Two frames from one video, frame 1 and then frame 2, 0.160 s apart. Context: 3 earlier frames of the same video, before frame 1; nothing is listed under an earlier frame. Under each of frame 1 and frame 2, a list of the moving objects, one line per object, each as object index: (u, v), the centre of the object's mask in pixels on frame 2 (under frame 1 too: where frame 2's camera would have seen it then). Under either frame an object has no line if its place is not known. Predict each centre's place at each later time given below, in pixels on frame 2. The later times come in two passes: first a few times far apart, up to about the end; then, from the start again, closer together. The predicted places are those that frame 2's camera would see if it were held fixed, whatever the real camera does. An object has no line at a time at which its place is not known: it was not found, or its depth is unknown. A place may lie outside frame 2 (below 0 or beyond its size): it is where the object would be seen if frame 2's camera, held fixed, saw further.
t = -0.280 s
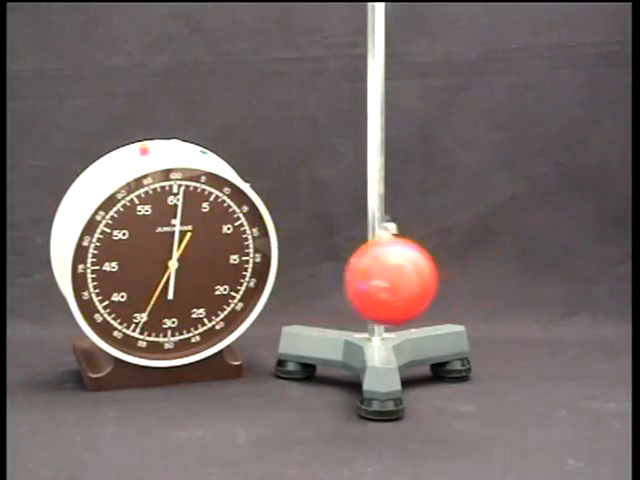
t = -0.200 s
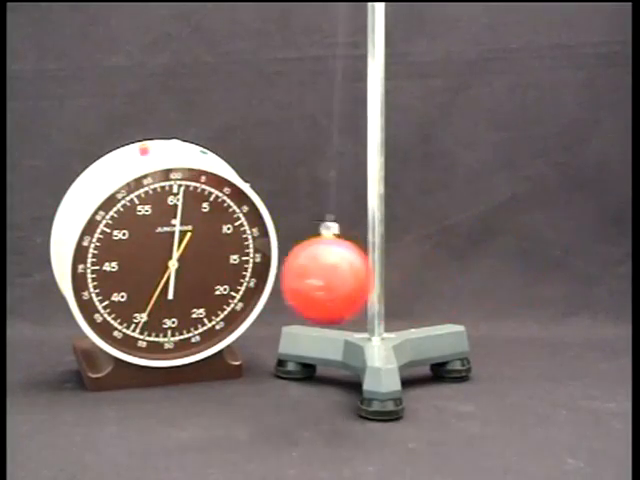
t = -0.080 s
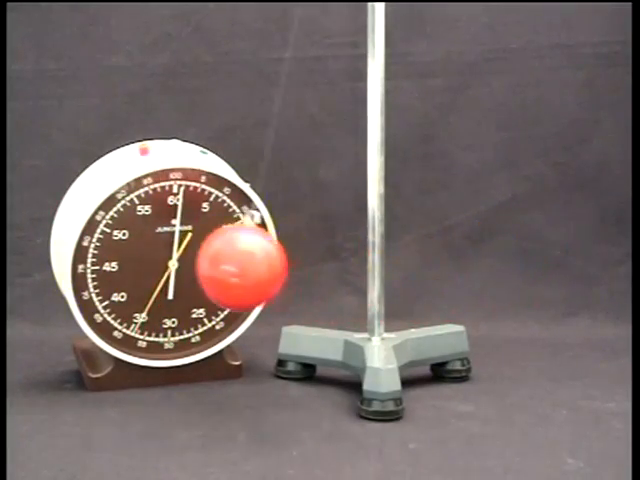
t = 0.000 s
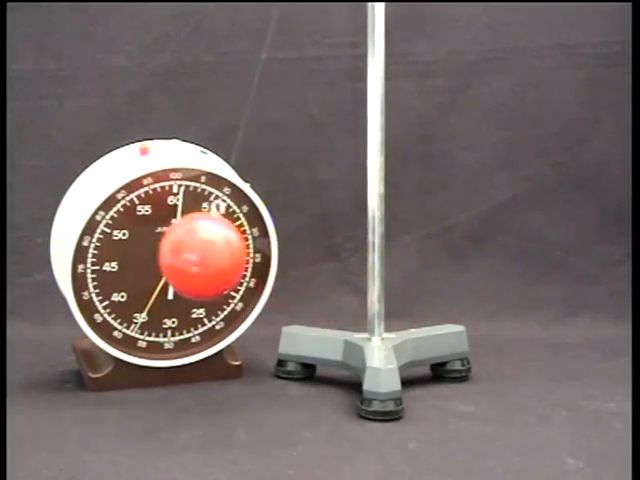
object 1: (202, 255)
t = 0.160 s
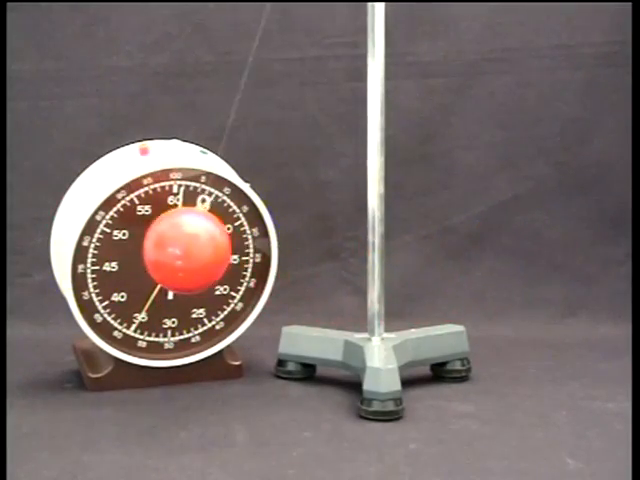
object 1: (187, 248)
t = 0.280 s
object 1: (229, 261)
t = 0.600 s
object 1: (460, 270)
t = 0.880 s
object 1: (506, 261)
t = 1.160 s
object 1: (323, 277)
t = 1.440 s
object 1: (185, 249)
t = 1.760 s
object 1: (315, 276)
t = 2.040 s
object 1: (500, 262)
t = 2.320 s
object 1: (467, 269)
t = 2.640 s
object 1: (238, 263)
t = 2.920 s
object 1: (202, 255)
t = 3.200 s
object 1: (380, 278)
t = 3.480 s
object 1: (517, 257)
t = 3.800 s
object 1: (380, 278)
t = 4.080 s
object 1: (202, 255)
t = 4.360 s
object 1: (241, 263)
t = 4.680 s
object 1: (465, 269)
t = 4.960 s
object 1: (498, 263)
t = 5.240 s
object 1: (316, 276)
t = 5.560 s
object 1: (190, 249)
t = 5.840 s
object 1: (325, 276)
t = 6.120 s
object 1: (501, 262)
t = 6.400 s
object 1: (456, 271)
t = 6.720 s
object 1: (234, 262)
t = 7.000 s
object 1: (211, 254)
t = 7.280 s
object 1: (389, 277)
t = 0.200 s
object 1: (196, 252)
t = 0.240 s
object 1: (211, 255)
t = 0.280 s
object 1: (229, 261)
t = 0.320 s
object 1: (254, 266)
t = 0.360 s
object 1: (282, 271)
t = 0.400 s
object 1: (312, 275)
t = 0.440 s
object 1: (341, 277)
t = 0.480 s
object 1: (373, 278)
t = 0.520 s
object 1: (405, 276)
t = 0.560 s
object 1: (432, 273)
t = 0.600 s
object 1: (460, 270)
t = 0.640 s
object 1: (482, 266)
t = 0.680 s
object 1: (500, 262)
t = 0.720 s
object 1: (512, 258)
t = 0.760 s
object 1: (519, 257)
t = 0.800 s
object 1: (520, 256)
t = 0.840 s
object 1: (516, 258)
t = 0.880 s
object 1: (506, 261)
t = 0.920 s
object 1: (491, 264)
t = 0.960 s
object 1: (470, 269)
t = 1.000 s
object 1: (445, 273)
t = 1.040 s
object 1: (418, 276)
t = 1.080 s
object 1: (387, 278)
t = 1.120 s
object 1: (355, 278)
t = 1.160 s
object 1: (323, 277)
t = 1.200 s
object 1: (295, 274)
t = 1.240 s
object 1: (265, 270)
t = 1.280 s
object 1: (240, 263)
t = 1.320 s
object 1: (220, 258)
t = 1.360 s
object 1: (202, 255)
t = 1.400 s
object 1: (191, 250)
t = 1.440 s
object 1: (185, 249)
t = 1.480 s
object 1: (185, 248)
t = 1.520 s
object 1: (189, 249)
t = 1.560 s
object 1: (199, 253)
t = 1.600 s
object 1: (214, 256)
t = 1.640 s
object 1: (233, 261)
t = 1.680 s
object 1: (258, 267)
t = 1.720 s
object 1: (285, 272)
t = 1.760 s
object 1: (315, 276)
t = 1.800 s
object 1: (344, 278)
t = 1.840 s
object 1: (377, 278)
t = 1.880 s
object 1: (407, 276)
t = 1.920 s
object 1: (436, 274)
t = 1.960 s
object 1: (461, 270)
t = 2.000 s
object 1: (483, 266)
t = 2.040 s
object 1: (500, 262)
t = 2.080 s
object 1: (512, 259)
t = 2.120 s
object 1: (518, 257)
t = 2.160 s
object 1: (519, 257)
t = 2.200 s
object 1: (514, 258)
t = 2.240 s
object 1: (503, 261)
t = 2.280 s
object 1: (487, 265)
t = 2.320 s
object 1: (467, 269)
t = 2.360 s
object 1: (442, 273)
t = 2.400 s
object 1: (414, 276)
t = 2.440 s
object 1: (383, 278)
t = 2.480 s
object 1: (351, 278)
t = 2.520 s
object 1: (321, 277)
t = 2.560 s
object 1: (292, 273)
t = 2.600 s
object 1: (263, 269)
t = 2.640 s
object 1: (238, 263)
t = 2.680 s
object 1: (219, 258)
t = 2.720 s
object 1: (202, 255)
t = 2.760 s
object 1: (192, 250)
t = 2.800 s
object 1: (187, 247)
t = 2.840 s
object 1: (187, 248)
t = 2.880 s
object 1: (192, 249)
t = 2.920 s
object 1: (202, 255)
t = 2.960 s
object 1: (217, 257)
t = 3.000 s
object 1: (237, 262)
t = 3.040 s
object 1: (262, 268)
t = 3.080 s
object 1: (289, 272)
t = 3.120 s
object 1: (318, 276)
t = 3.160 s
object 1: (348, 277)
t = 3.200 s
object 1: (380, 278)
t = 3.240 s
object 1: (410, 276)
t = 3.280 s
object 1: (438, 273)
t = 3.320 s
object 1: (463, 269)
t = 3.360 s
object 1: (484, 266)
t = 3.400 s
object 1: (500, 262)
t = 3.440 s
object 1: (511, 259)
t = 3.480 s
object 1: (517, 257)
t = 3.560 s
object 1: (512, 259)
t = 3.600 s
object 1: (501, 262)
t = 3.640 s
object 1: (484, 266)
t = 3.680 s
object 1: (463, 270)
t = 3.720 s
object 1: (438, 274)
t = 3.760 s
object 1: (410, 277)
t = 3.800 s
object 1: (380, 278)
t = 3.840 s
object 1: (348, 278)
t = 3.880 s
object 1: (319, 277)
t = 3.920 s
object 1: (289, 273)
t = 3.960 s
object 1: (261, 268)
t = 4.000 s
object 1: (237, 263)
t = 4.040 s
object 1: (218, 258)
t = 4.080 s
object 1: (202, 255)
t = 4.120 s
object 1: (193, 250)
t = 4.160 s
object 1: (188, 248)
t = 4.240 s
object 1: (194, 250)
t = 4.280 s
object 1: (204, 256)
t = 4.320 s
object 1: (220, 260)
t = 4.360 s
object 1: (241, 263)
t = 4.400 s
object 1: (265, 269)
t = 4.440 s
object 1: (293, 273)
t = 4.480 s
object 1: (322, 276)
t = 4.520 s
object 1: (352, 277)
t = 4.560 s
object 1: (383, 278)
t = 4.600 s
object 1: (413, 276)
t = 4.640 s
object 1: (440, 273)
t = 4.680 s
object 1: (465, 269)
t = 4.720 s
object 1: (485, 265)
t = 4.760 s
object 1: (500, 261)
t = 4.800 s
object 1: (511, 259)
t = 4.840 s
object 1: (516, 258)
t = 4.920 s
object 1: (509, 260)
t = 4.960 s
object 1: (498, 263)
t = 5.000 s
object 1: (481, 267)
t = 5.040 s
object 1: (460, 271)
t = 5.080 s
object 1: (434, 274)
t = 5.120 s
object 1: (406, 277)
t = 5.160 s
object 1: (376, 279)
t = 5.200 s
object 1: (345, 278)
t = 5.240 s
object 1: (316, 276)
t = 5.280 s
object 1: (286, 272)
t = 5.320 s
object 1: (259, 268)
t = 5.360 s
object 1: (236, 262)
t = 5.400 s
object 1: (218, 257)
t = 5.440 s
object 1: (203, 252)
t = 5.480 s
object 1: (194, 250)
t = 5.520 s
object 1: (189, 249)
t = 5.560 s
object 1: (190, 249)
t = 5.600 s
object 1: (197, 250)
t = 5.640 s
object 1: (208, 254)
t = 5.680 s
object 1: (224, 258)
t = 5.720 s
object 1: (244, 264)
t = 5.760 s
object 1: (269, 269)
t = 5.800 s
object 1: (297, 273)
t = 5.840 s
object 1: (325, 276)
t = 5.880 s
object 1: (356, 277)
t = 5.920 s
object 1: (386, 278)
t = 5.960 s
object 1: (414, 275)
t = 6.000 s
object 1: (442, 273)
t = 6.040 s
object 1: (466, 269)
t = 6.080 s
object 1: (486, 265)
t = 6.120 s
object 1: (501, 262)
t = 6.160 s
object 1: (510, 259)
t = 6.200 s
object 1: (515, 258)
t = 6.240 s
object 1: (514, 259)
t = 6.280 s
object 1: (507, 261)
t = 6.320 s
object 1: (494, 264)
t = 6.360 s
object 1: (477, 267)
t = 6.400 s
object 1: (456, 271)
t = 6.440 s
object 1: (430, 275)
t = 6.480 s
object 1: (402, 277)
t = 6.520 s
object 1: (372, 279)
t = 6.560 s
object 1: (341, 278)
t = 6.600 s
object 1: (313, 276)
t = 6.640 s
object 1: (283, 272)
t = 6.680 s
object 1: (257, 268)
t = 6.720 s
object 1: (234, 262)
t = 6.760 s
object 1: (217, 257)
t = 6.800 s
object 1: (202, 255)
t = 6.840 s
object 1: (194, 250)
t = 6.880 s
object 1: (191, 249)
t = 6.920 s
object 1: (193, 249)
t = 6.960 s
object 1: (198, 253)
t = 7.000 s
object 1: (211, 254)
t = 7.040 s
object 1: (227, 260)
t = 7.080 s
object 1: (248, 265)
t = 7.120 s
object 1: (273, 270)
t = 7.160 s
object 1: (300, 274)
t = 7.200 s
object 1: (328, 276)
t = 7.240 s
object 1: (359, 278)
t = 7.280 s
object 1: (389, 277)
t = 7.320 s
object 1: (419, 275)
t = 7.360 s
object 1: (445, 273)
